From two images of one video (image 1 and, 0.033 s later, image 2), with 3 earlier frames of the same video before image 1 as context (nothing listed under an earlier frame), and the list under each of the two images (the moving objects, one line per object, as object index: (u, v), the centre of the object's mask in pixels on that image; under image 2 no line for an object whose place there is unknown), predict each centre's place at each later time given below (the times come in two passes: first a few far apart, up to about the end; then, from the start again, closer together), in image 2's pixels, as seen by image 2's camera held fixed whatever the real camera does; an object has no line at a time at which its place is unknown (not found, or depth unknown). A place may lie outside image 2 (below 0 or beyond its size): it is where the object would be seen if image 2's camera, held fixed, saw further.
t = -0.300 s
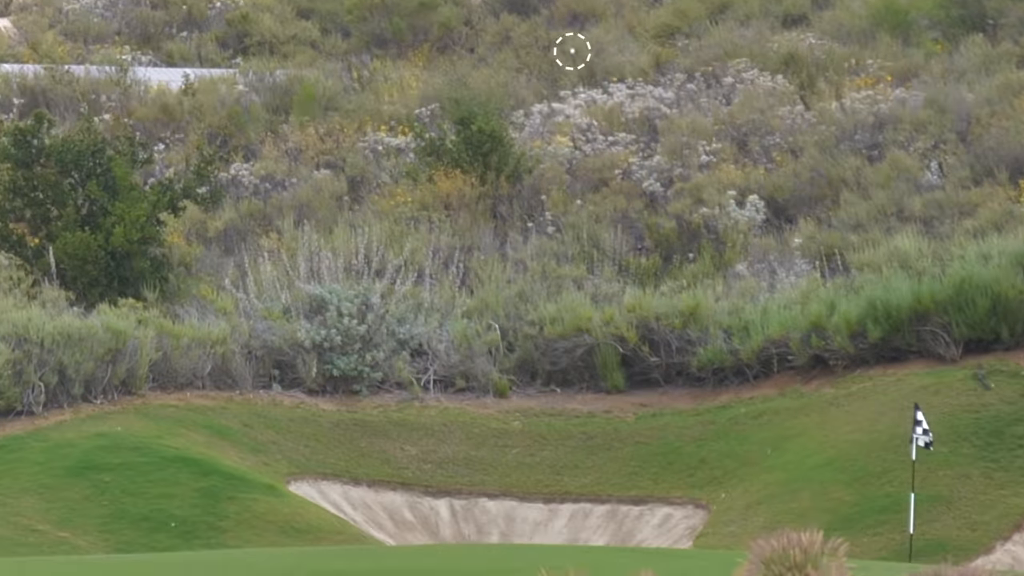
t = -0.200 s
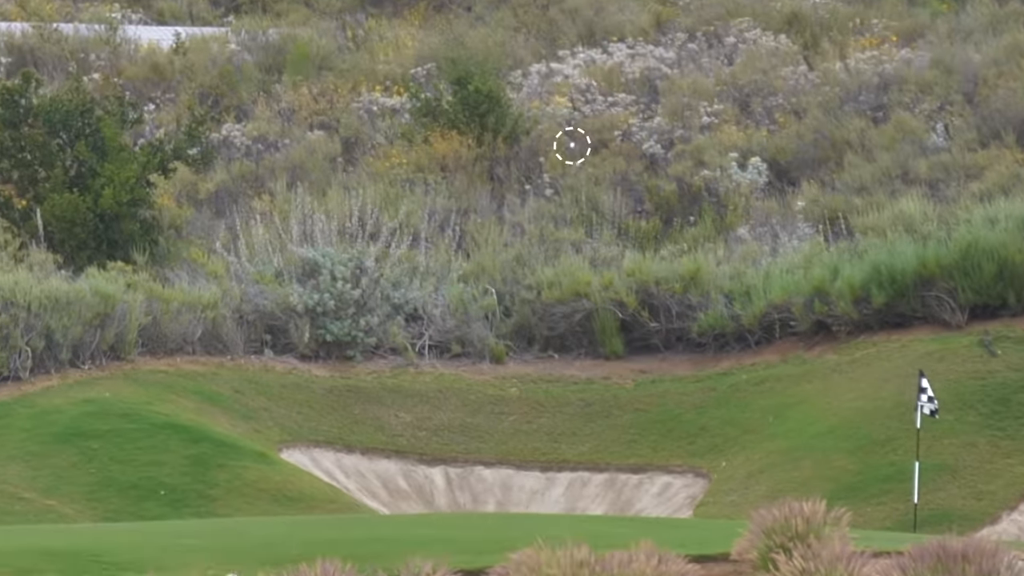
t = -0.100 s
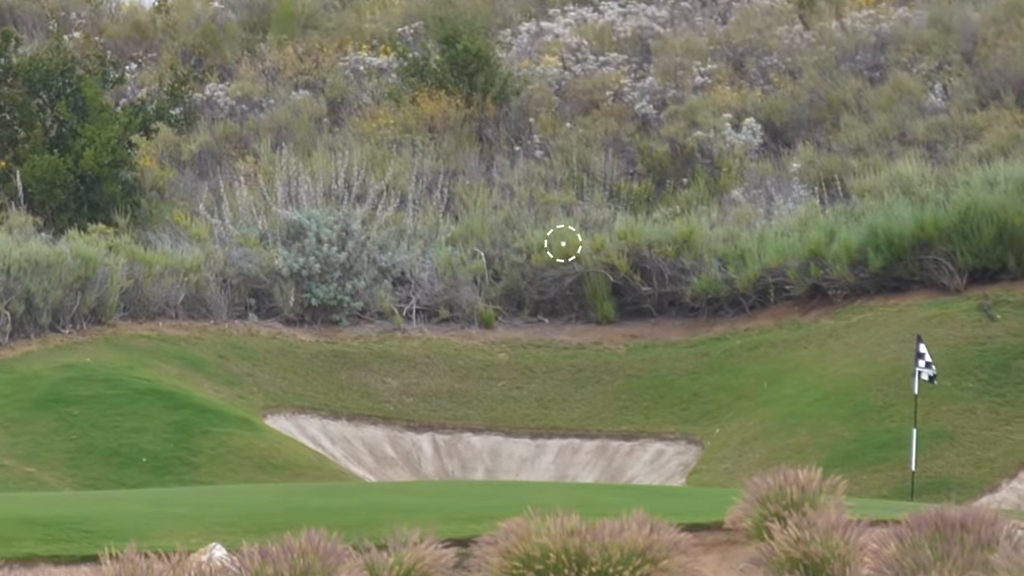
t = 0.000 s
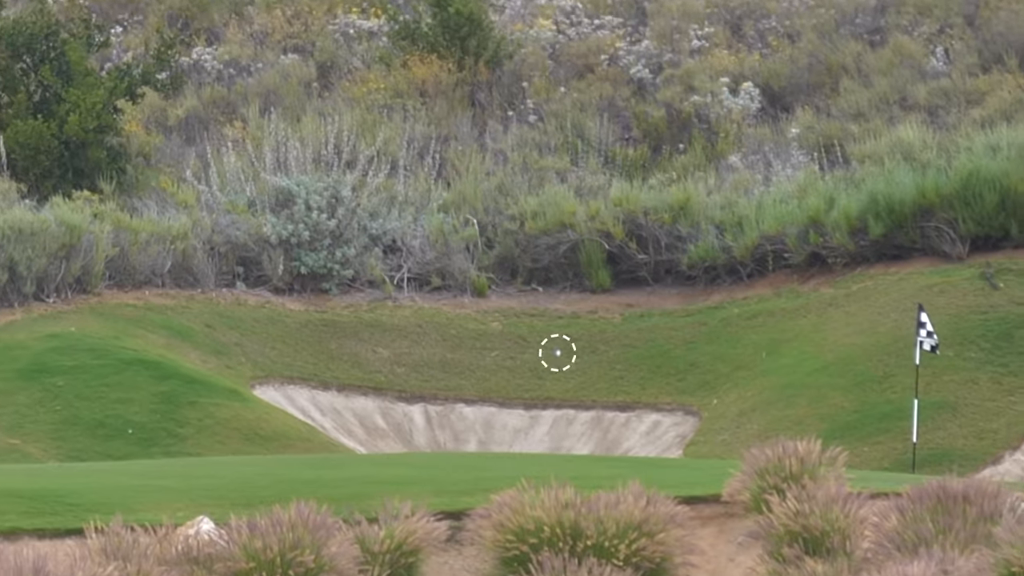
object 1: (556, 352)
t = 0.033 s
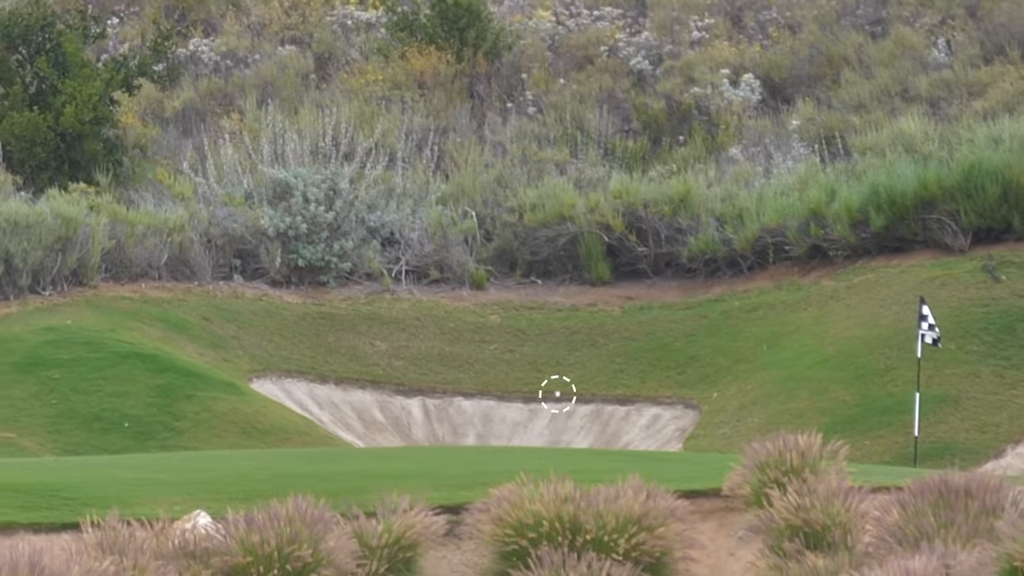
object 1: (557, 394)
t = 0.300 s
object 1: (569, 443)
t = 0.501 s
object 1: (580, 443)
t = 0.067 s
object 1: (557, 441)
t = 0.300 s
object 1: (569, 443)
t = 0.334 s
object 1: (571, 441)
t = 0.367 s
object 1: (573, 440)
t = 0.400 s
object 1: (575, 439)
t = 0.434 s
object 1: (576, 440)
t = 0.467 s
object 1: (579, 442)
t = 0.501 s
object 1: (580, 443)
